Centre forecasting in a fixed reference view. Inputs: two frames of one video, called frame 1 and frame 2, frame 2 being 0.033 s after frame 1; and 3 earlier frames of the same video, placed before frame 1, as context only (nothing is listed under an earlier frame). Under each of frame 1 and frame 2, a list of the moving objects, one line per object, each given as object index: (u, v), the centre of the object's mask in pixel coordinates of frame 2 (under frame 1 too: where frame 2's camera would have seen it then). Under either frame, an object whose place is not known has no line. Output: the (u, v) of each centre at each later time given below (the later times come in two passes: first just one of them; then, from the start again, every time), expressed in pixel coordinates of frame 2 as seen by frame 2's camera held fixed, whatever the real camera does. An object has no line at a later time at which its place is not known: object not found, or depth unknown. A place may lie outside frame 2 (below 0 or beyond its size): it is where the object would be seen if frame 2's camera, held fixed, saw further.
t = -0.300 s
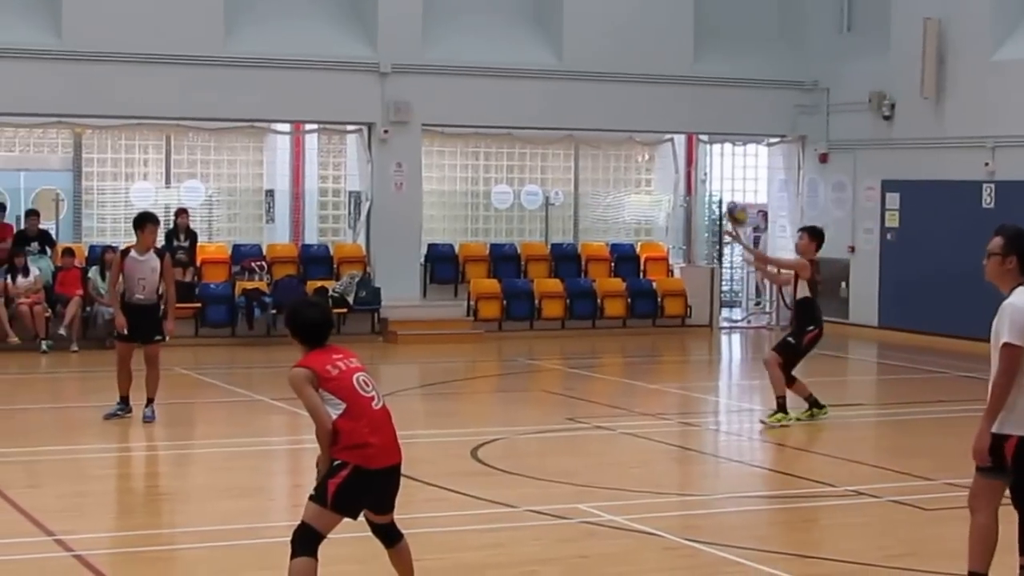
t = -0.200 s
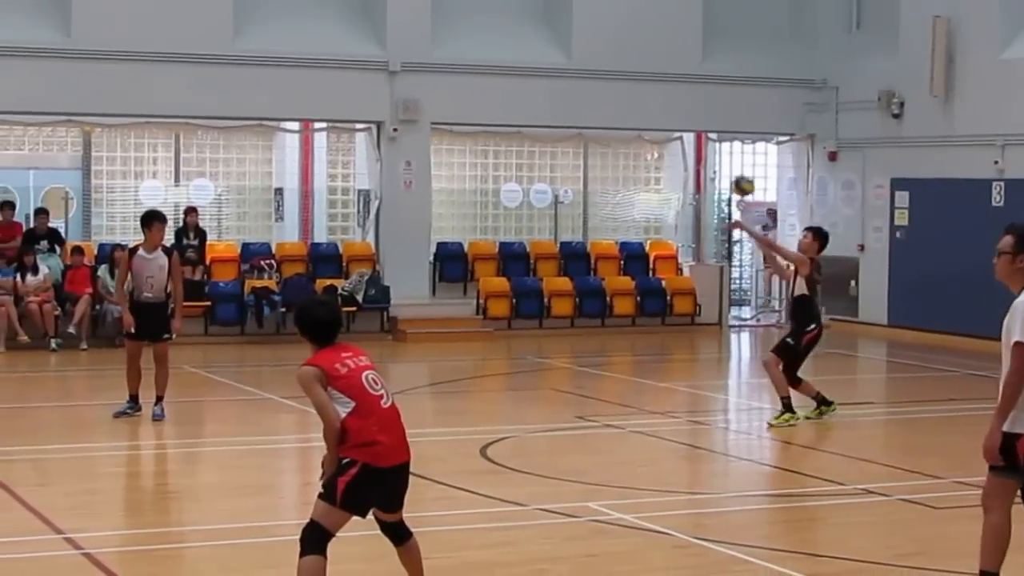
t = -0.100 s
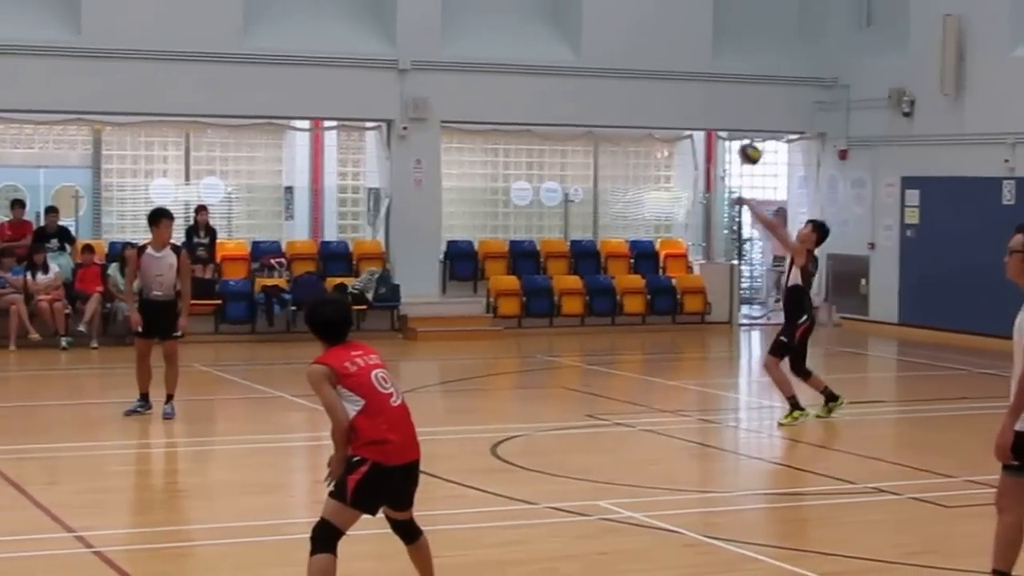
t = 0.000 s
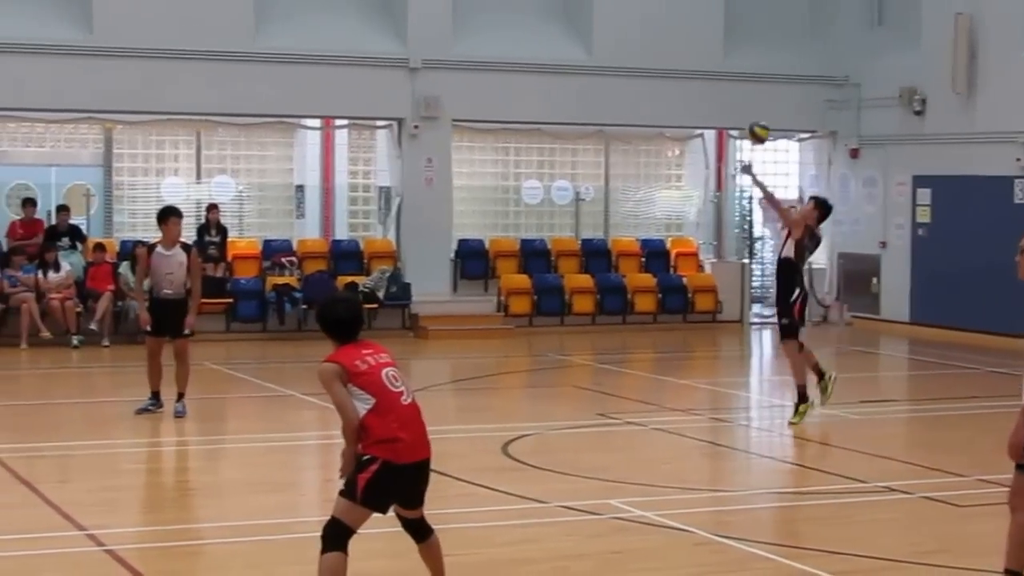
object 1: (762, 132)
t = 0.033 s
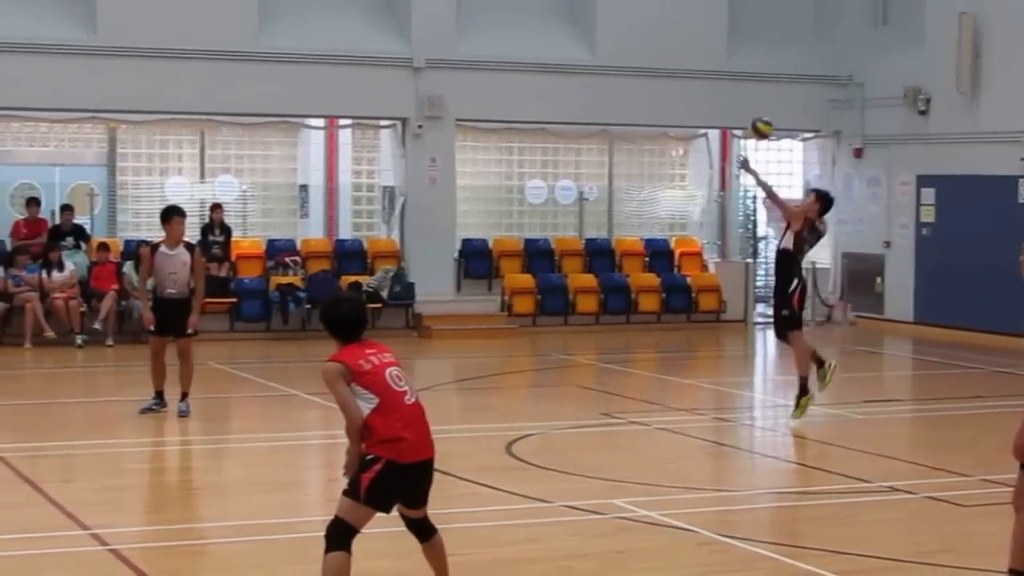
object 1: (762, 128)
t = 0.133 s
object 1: (758, 125)
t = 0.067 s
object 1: (760, 126)
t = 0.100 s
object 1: (759, 125)
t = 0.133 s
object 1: (758, 125)
